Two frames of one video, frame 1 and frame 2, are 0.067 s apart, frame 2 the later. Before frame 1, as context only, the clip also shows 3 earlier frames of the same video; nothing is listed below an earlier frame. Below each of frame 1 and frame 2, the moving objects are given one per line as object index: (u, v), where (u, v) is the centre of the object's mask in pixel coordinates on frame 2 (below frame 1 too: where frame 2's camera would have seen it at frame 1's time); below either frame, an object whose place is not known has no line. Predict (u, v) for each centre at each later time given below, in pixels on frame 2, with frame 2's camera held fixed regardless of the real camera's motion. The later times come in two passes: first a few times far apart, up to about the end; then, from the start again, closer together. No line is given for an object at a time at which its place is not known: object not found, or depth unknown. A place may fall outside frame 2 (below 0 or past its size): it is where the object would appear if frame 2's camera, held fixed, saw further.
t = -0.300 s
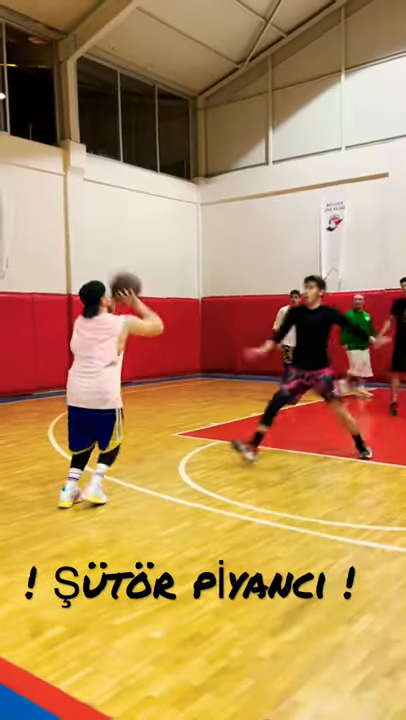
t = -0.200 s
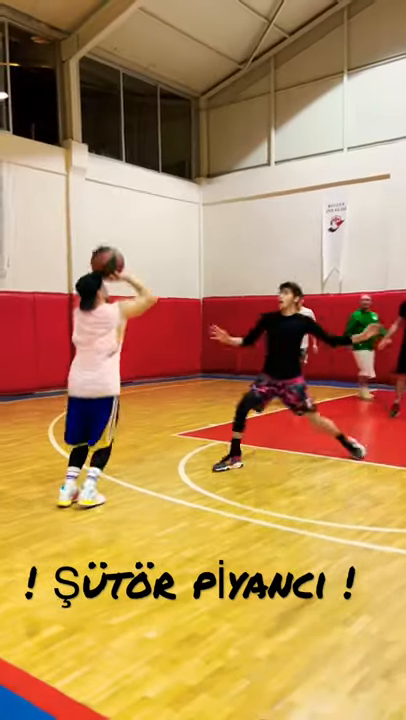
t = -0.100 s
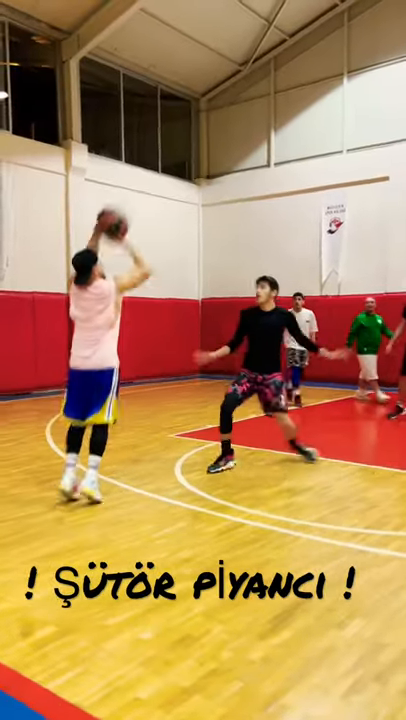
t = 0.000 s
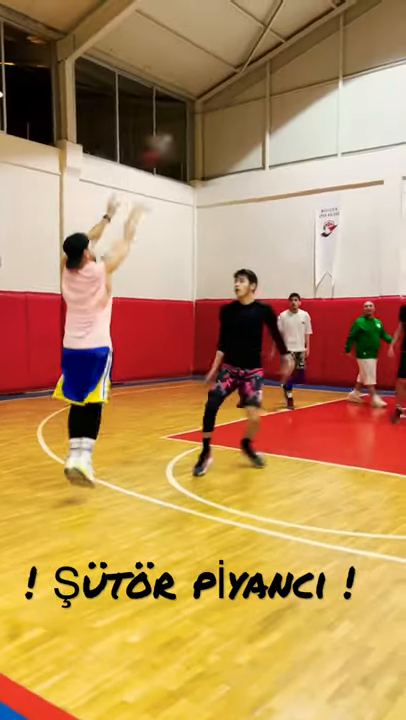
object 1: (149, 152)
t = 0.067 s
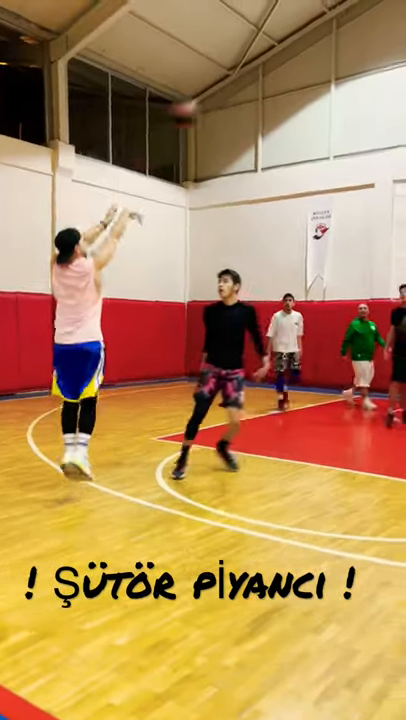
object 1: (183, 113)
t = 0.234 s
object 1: (259, 51)
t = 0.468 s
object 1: (340, 28)
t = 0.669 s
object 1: (394, 52)
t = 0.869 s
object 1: (438, 103)
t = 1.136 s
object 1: (484, 203)
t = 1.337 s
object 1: (484, 223)
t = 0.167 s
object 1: (230, 72)
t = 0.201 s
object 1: (244, 60)
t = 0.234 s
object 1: (259, 51)
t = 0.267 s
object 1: (271, 44)
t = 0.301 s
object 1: (284, 38)
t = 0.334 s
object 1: (296, 33)
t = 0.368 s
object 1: (307, 30)
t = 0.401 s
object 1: (318, 28)
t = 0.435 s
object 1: (329, 27)
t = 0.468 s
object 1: (340, 28)
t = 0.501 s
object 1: (350, 30)
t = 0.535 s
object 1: (360, 33)
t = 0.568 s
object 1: (368, 36)
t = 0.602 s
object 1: (377, 41)
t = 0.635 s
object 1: (386, 46)
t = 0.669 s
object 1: (394, 52)
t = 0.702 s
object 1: (401, 59)
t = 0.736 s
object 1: (410, 66)
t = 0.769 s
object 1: (417, 74)
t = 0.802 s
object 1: (424, 83)
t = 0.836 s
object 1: (431, 92)
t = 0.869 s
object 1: (438, 103)
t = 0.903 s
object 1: (444, 113)
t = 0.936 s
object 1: (451, 124)
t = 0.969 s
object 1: (457, 135)
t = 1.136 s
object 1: (484, 203)
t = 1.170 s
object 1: (483, 204)
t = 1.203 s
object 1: (476, 206)
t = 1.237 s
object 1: (480, 207)
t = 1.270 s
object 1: (483, 215)
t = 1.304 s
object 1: (485, 216)
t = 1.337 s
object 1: (484, 223)
